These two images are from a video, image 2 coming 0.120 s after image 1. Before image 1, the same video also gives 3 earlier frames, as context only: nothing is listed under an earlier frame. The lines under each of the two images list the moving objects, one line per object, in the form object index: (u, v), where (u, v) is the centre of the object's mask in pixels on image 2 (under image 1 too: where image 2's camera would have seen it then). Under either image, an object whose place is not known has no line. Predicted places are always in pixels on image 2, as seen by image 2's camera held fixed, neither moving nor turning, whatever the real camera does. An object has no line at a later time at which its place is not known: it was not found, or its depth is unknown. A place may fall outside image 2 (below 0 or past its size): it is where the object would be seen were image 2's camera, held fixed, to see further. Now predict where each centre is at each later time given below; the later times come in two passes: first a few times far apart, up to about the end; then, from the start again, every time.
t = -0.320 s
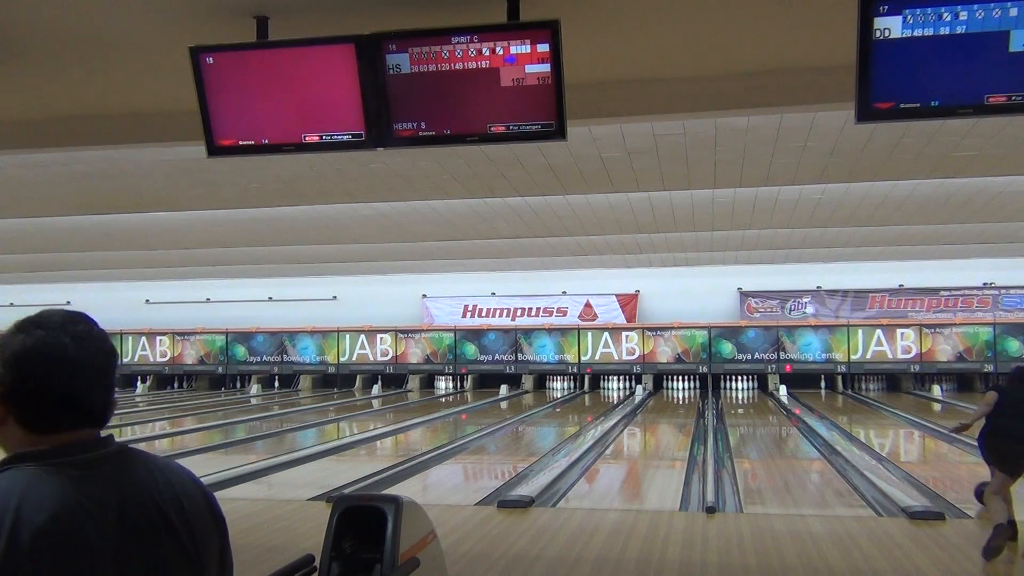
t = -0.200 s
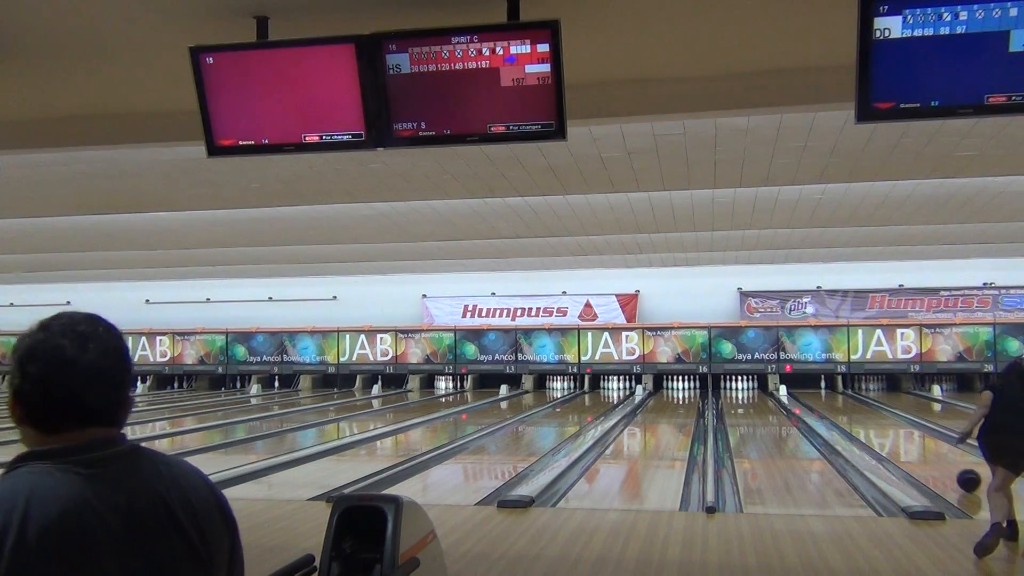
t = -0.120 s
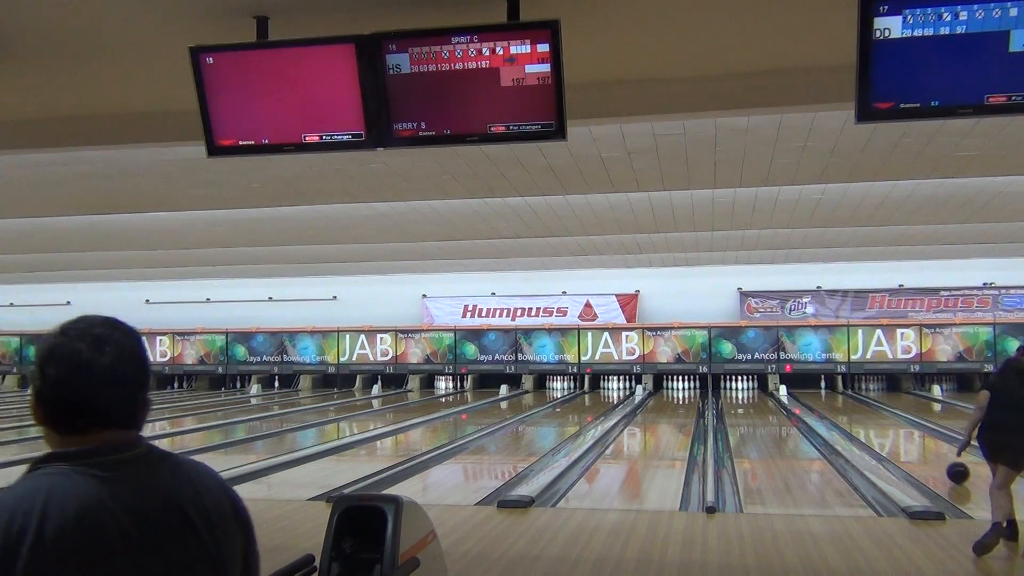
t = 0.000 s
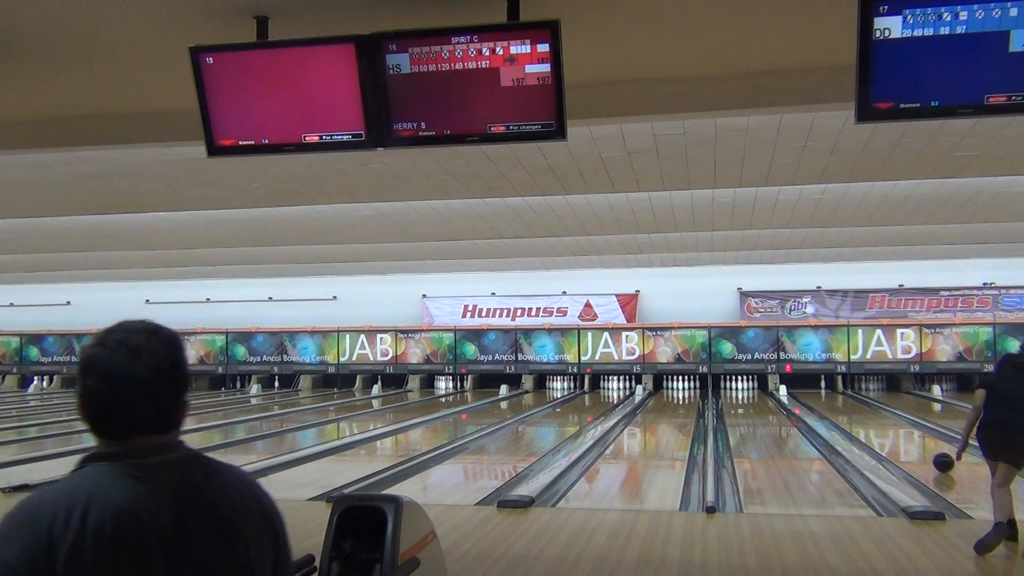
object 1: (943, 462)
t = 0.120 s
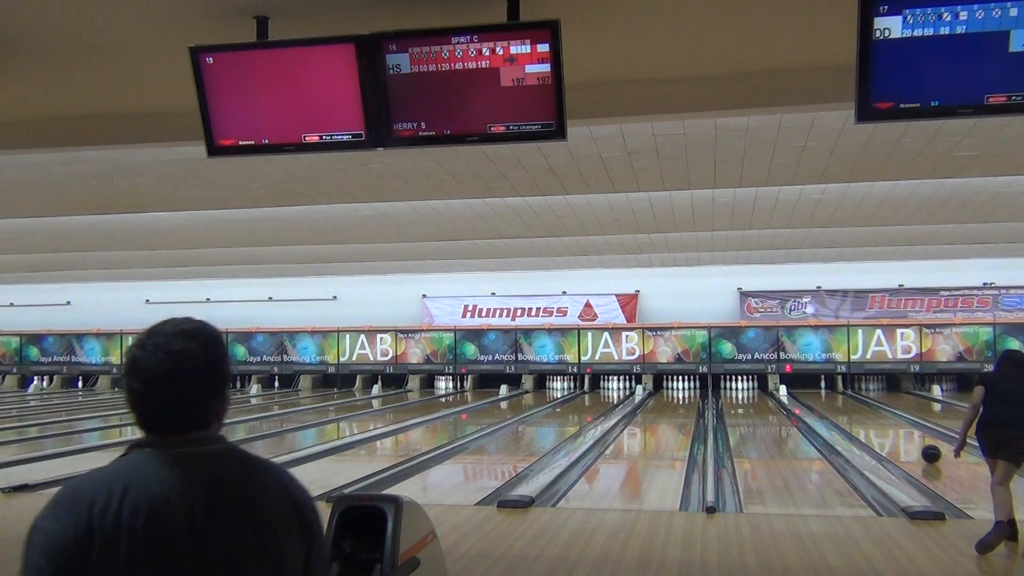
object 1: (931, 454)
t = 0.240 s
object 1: (920, 446)
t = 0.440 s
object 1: (905, 436)
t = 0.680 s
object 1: (890, 426)
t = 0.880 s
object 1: (879, 418)
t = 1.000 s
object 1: (874, 415)
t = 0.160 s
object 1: (927, 451)
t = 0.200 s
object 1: (924, 449)
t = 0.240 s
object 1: (920, 446)
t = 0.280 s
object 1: (917, 444)
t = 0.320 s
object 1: (914, 442)
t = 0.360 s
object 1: (911, 439)
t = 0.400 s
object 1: (908, 437)
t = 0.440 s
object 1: (905, 436)
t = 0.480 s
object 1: (902, 434)
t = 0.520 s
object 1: (899, 432)
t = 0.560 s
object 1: (897, 430)
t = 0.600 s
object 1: (894, 428)
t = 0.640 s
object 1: (892, 427)
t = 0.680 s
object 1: (890, 426)
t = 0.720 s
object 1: (887, 424)
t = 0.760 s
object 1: (886, 422)
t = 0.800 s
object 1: (883, 421)
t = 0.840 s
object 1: (881, 420)
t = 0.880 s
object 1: (879, 418)
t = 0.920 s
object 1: (877, 417)
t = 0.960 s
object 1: (876, 416)
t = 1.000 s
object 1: (874, 415)
